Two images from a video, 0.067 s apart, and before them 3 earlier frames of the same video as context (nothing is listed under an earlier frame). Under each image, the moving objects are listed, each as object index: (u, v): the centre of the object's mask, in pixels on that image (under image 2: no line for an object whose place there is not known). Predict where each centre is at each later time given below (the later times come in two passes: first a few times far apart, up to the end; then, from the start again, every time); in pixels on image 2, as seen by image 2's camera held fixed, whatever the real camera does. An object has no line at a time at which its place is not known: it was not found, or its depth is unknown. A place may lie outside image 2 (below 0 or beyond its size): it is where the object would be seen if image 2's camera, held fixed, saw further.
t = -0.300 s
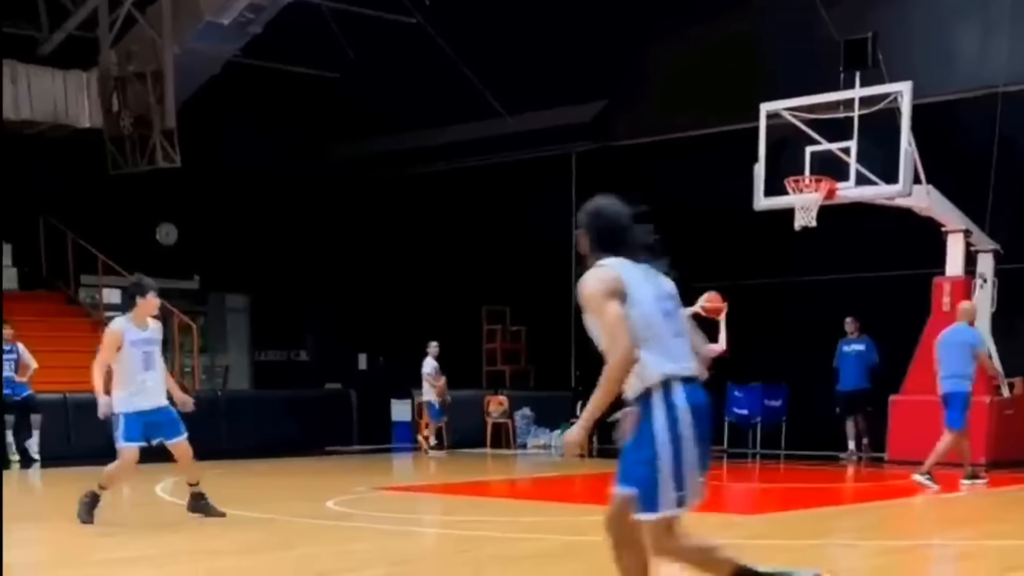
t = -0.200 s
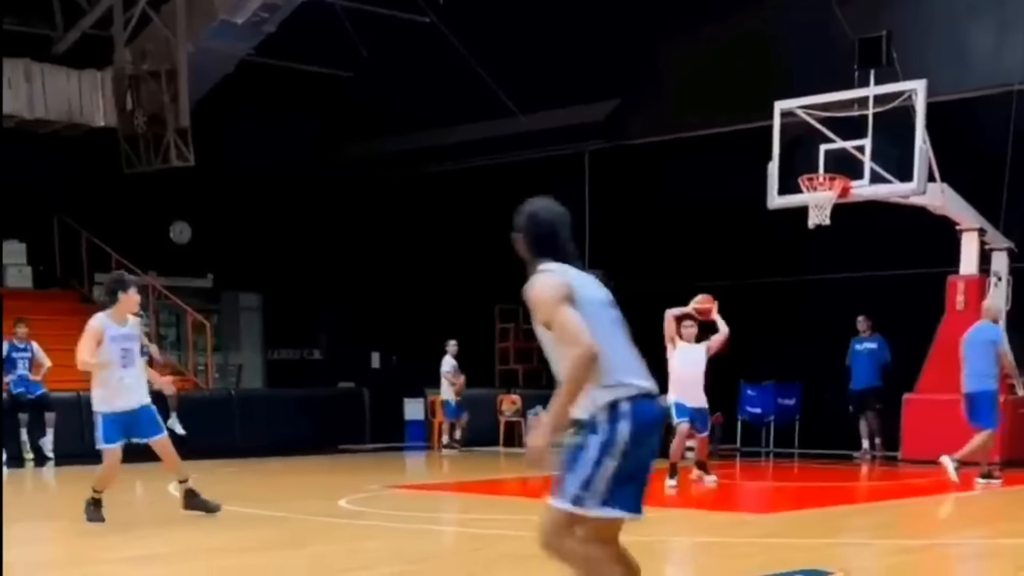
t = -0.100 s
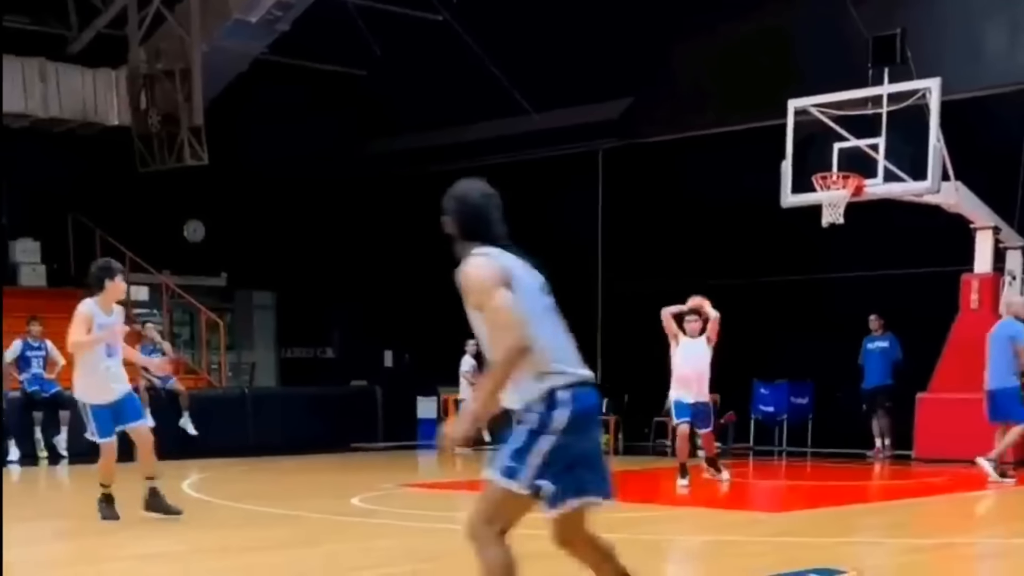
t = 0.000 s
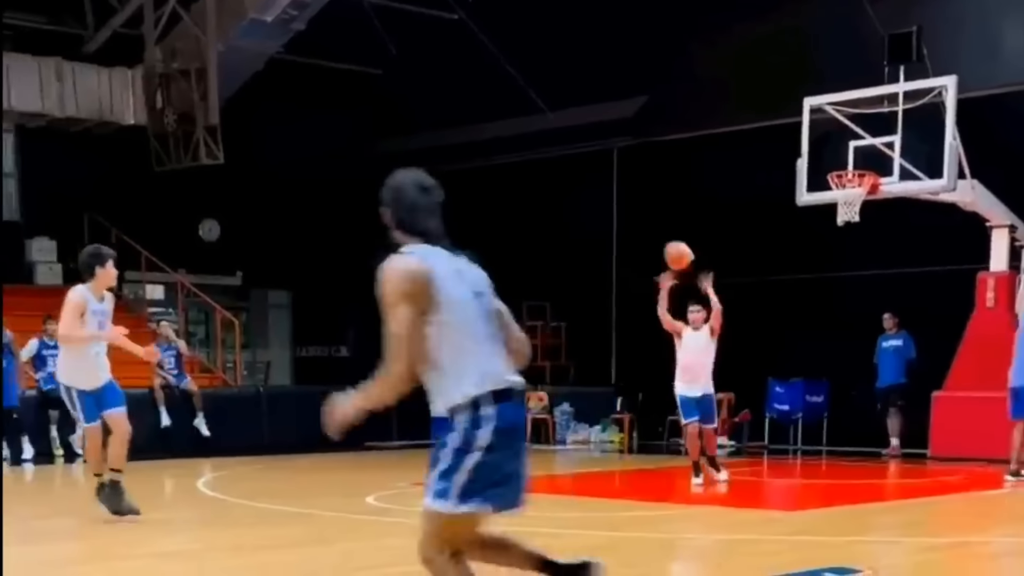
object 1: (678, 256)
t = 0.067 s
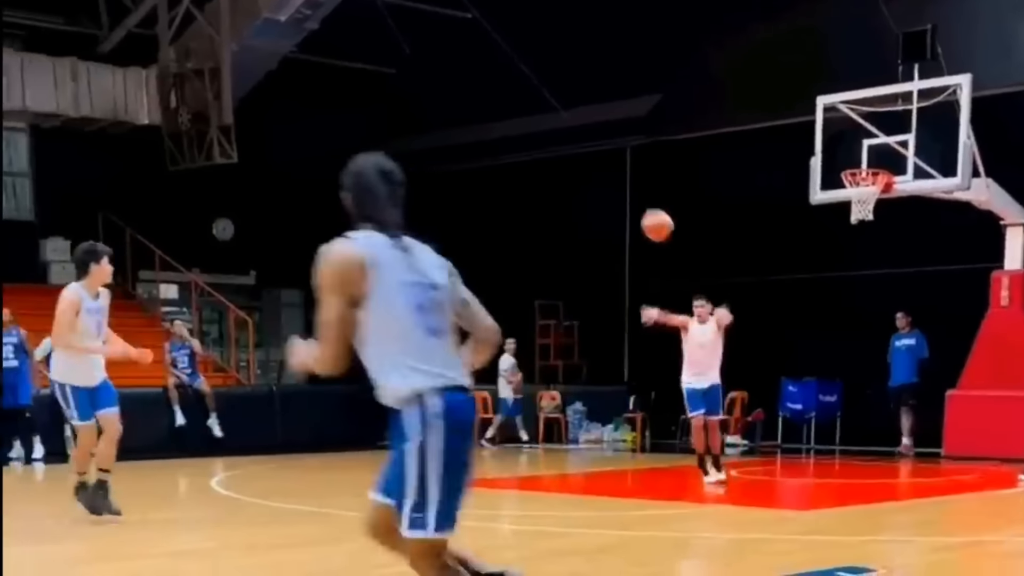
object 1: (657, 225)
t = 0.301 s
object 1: (502, 136)
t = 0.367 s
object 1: (445, 117)
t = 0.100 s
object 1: (639, 211)
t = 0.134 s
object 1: (620, 196)
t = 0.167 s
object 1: (598, 183)
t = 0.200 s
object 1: (576, 170)
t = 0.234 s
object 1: (553, 158)
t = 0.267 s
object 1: (529, 146)
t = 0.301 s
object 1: (502, 136)
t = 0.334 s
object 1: (475, 126)
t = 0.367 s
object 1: (445, 117)
